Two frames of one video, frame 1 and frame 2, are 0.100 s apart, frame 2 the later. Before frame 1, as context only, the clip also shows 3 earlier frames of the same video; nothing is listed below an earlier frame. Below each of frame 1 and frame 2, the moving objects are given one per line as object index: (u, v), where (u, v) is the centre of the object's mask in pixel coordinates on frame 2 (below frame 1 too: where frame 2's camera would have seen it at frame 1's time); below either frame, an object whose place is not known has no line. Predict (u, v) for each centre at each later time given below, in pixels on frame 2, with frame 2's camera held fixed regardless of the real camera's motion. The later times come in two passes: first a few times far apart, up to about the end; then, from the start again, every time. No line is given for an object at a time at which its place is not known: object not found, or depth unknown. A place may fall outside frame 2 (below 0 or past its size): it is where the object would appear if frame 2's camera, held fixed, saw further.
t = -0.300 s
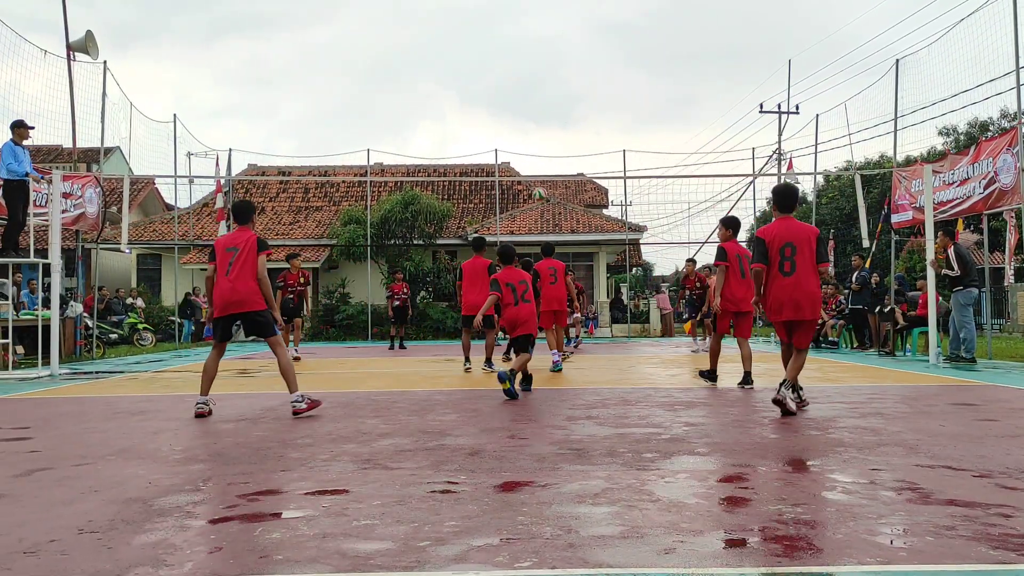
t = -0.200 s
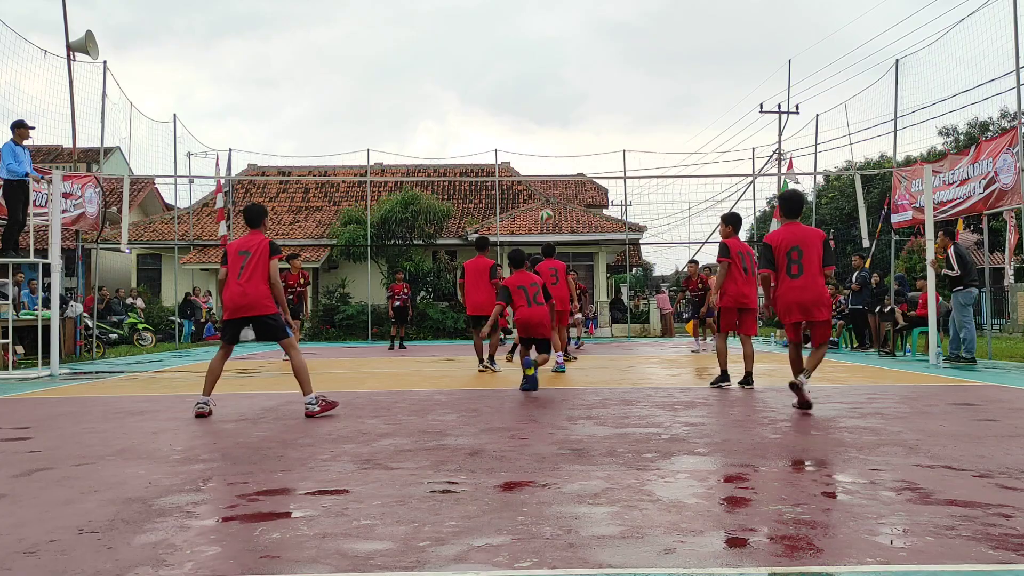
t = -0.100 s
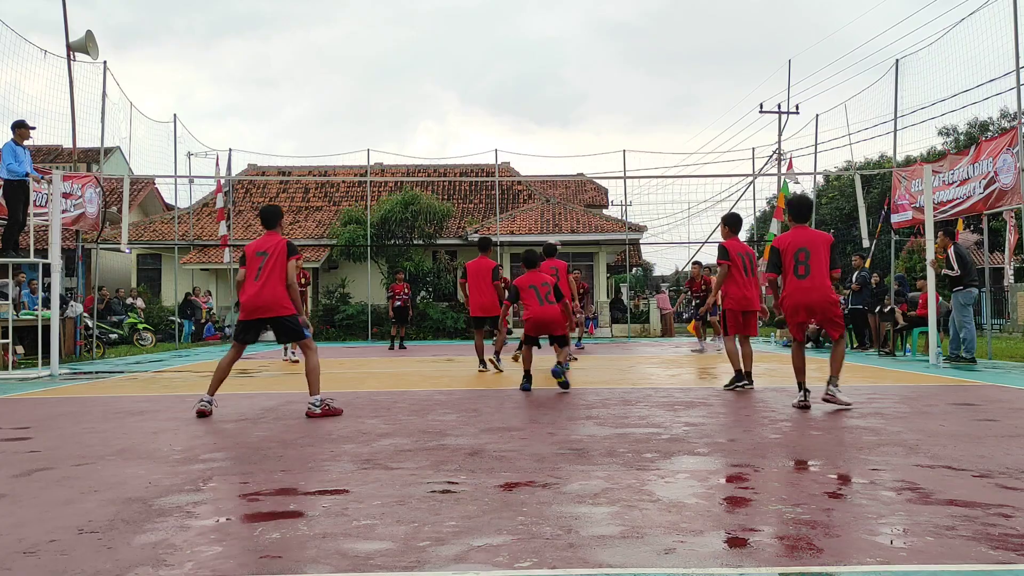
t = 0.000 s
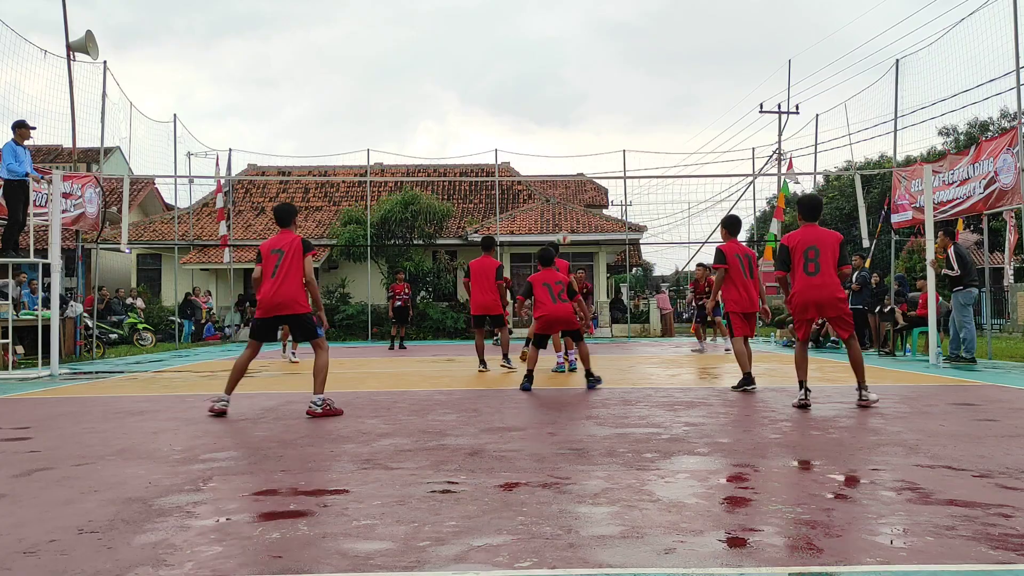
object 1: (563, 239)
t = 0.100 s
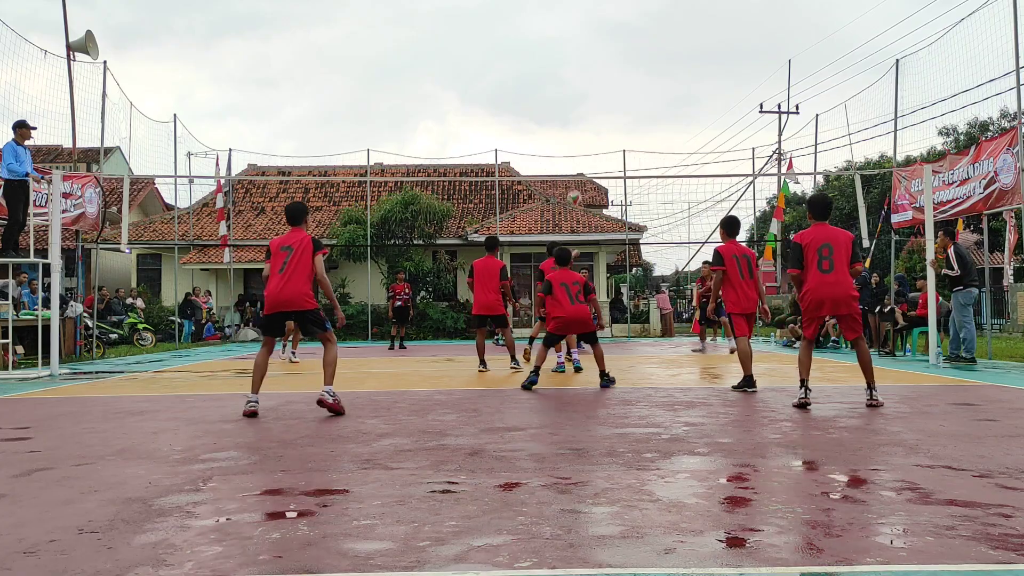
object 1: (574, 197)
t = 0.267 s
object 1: (592, 145)
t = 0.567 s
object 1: (623, 97)
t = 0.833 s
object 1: (650, 106)
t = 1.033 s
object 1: (669, 142)
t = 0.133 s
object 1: (577, 186)
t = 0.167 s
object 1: (581, 172)
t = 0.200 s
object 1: (585, 163)
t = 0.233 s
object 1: (589, 154)
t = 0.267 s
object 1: (592, 145)
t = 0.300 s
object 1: (596, 136)
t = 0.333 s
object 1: (599, 129)
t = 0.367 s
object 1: (602, 122)
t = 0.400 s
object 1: (606, 116)
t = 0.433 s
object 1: (609, 111)
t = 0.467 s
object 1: (613, 106)
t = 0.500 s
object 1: (616, 102)
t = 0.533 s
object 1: (620, 100)
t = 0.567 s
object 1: (623, 97)
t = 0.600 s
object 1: (626, 96)
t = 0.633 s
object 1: (630, 95)
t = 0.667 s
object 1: (633, 95)
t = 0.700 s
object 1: (636, 96)
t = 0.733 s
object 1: (640, 97)
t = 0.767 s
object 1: (643, 100)
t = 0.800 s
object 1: (646, 102)
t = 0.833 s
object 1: (650, 106)
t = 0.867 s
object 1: (653, 110)
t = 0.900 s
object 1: (656, 115)
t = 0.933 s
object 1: (660, 121)
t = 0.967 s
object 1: (663, 127)
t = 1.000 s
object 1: (666, 134)
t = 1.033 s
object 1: (669, 142)
